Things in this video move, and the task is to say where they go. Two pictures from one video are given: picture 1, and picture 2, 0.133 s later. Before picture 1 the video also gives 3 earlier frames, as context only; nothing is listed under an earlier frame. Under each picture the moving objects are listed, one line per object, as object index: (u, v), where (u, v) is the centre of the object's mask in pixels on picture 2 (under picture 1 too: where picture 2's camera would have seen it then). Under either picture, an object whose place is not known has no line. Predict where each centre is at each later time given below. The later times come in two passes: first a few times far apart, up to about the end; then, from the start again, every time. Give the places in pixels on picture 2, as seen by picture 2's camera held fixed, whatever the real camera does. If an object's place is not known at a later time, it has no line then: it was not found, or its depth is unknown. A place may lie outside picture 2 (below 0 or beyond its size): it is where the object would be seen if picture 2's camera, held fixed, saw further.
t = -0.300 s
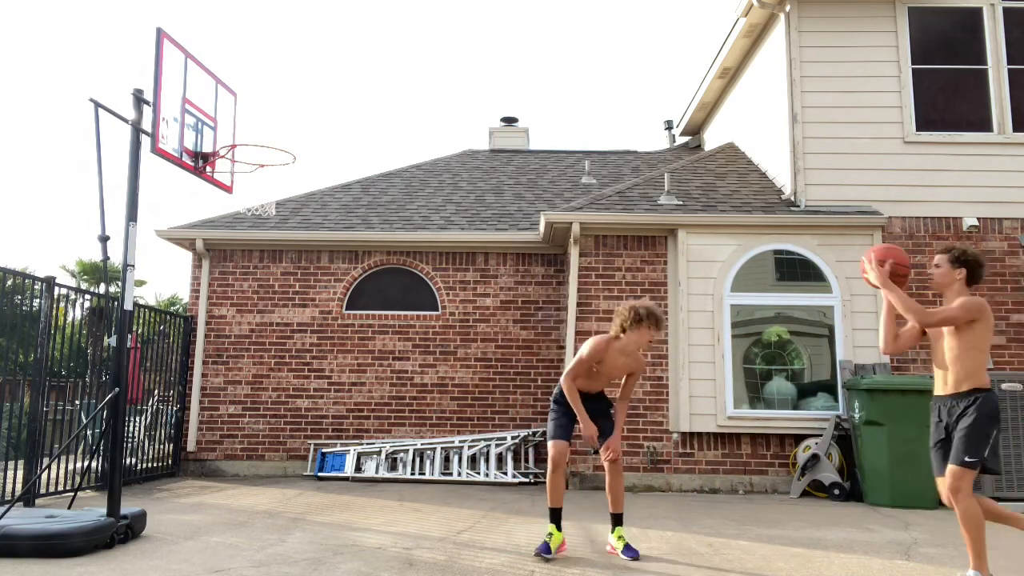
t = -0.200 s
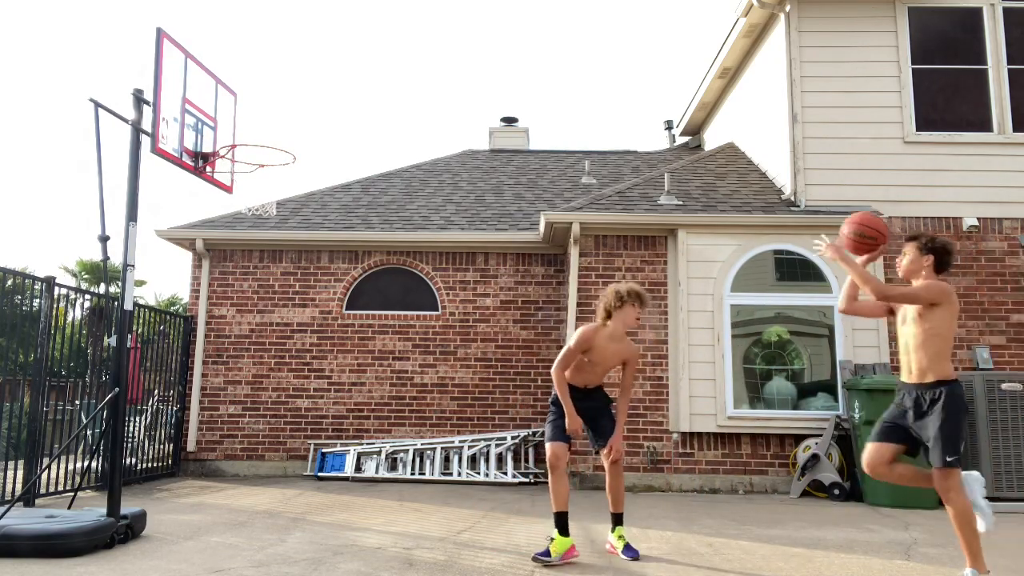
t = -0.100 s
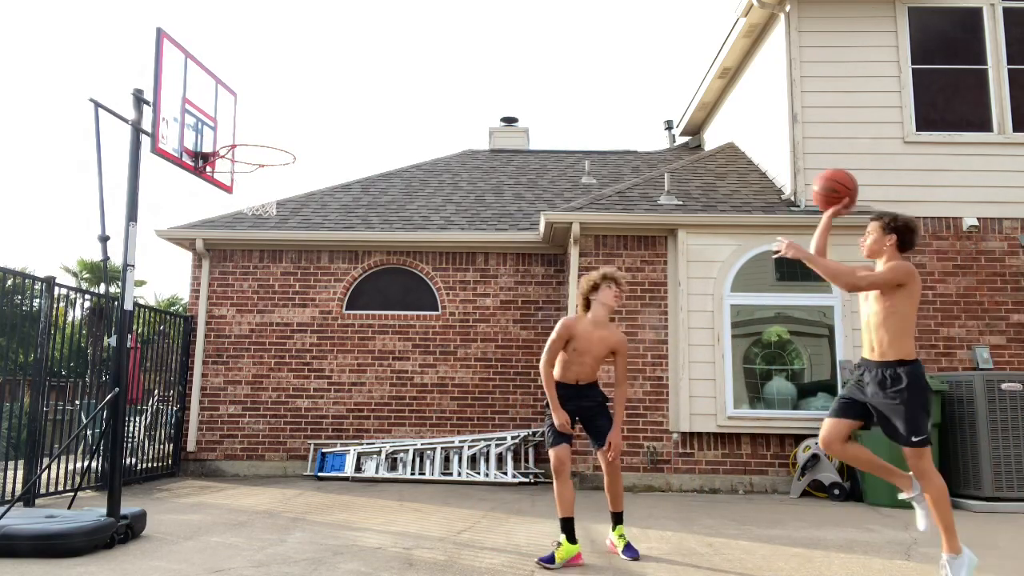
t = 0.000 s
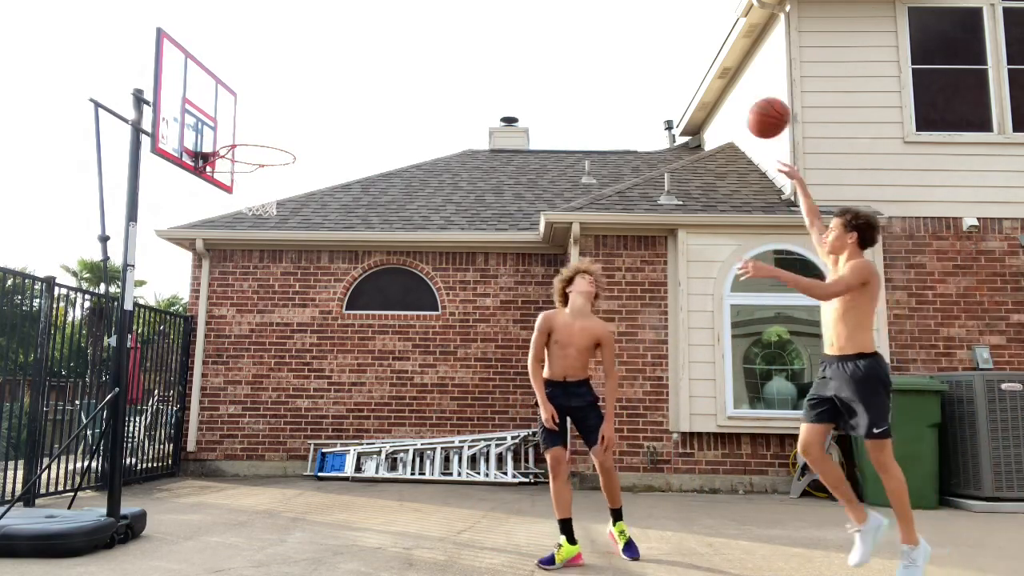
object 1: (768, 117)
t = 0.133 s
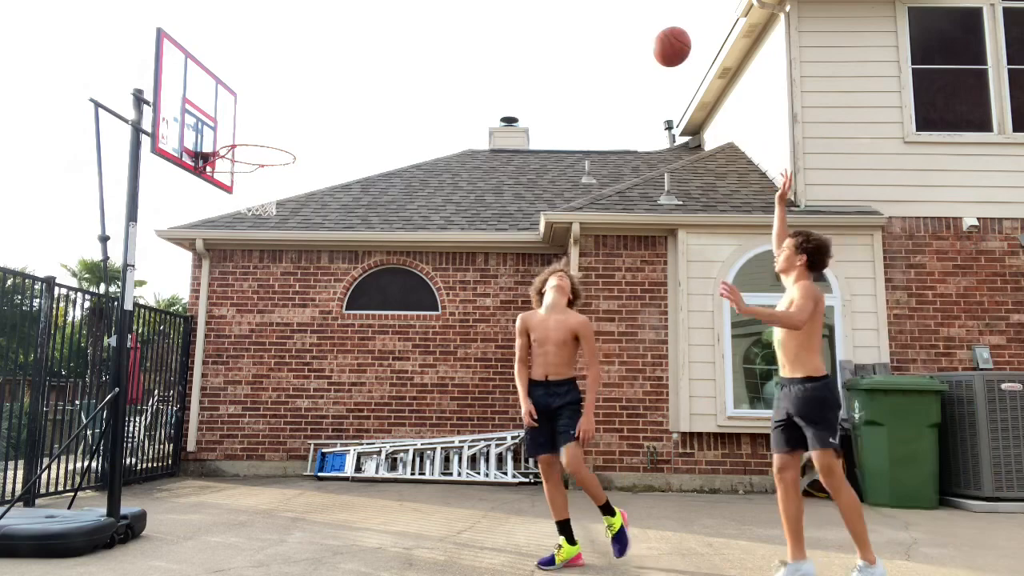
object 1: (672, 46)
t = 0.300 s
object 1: (563, 10)
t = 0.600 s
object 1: (386, 28)
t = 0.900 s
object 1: (240, 131)
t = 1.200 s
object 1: (256, 37)
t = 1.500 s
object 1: (265, 73)
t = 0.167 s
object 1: (649, 34)
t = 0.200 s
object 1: (627, 23)
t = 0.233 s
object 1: (605, 16)
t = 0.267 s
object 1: (584, 12)
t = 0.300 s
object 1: (563, 10)
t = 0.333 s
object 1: (542, 8)
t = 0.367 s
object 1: (522, 7)
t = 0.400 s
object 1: (502, 7)
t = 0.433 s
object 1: (482, 7)
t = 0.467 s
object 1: (463, 9)
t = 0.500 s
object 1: (443, 11)
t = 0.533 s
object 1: (424, 14)
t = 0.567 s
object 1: (404, 19)
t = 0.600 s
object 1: (386, 28)
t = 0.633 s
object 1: (367, 38)
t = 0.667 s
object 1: (349, 49)
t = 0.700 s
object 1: (330, 63)
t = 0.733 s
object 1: (312, 77)
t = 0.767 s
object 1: (293, 92)
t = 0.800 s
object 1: (275, 110)
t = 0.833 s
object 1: (256, 128)
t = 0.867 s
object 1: (240, 146)
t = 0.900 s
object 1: (240, 131)
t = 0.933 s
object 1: (243, 115)
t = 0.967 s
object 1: (245, 100)
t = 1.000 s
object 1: (247, 86)
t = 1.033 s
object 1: (248, 74)
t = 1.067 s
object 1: (250, 64)
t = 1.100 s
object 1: (252, 55)
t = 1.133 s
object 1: (253, 47)
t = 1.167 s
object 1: (255, 41)
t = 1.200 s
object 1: (256, 37)
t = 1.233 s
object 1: (257, 34)
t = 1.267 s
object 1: (259, 32)
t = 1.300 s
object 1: (260, 33)
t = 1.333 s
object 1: (261, 35)
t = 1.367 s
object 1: (262, 39)
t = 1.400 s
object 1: (263, 44)
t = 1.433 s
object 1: (263, 52)
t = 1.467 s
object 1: (264, 61)
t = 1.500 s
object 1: (265, 73)
